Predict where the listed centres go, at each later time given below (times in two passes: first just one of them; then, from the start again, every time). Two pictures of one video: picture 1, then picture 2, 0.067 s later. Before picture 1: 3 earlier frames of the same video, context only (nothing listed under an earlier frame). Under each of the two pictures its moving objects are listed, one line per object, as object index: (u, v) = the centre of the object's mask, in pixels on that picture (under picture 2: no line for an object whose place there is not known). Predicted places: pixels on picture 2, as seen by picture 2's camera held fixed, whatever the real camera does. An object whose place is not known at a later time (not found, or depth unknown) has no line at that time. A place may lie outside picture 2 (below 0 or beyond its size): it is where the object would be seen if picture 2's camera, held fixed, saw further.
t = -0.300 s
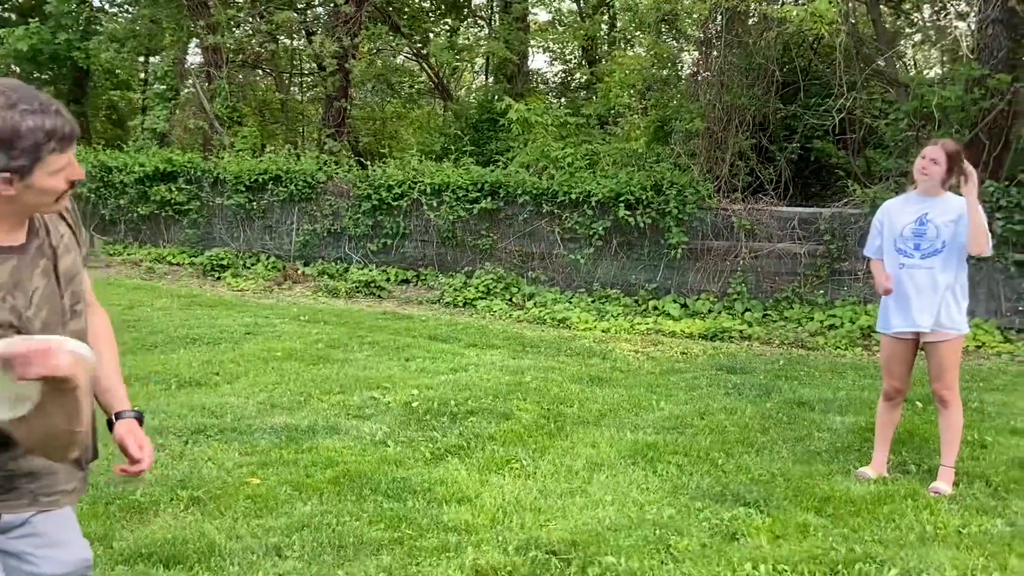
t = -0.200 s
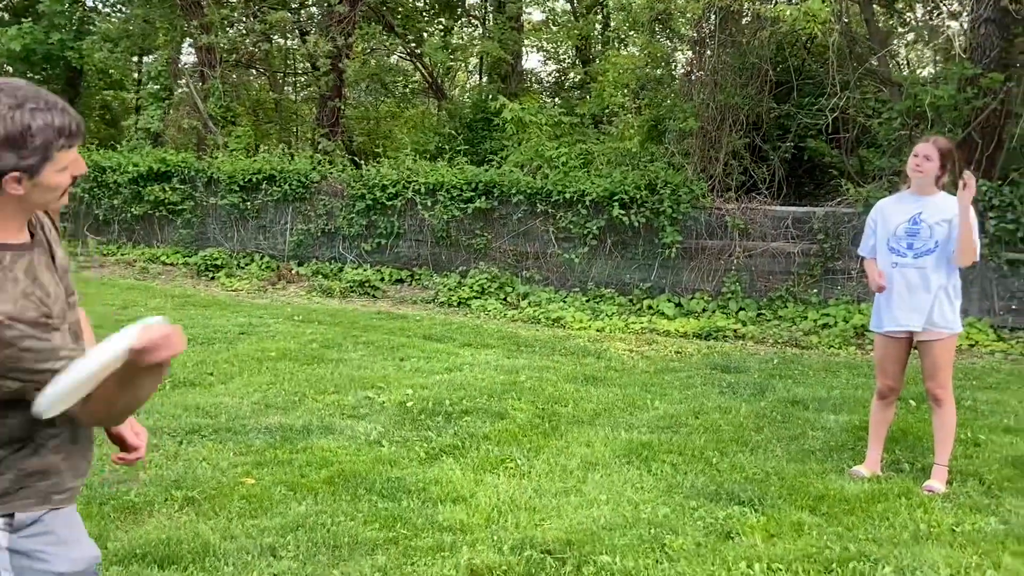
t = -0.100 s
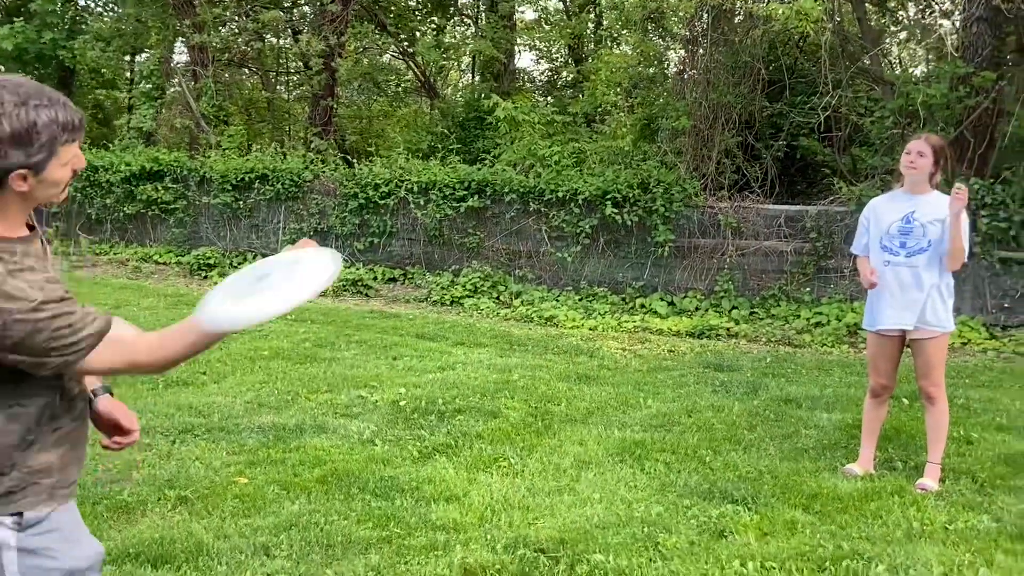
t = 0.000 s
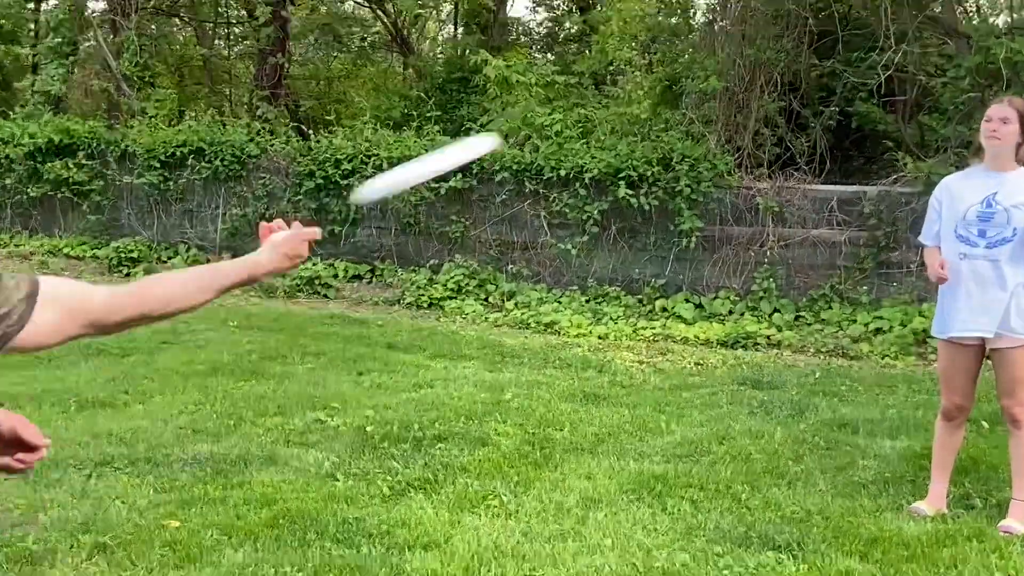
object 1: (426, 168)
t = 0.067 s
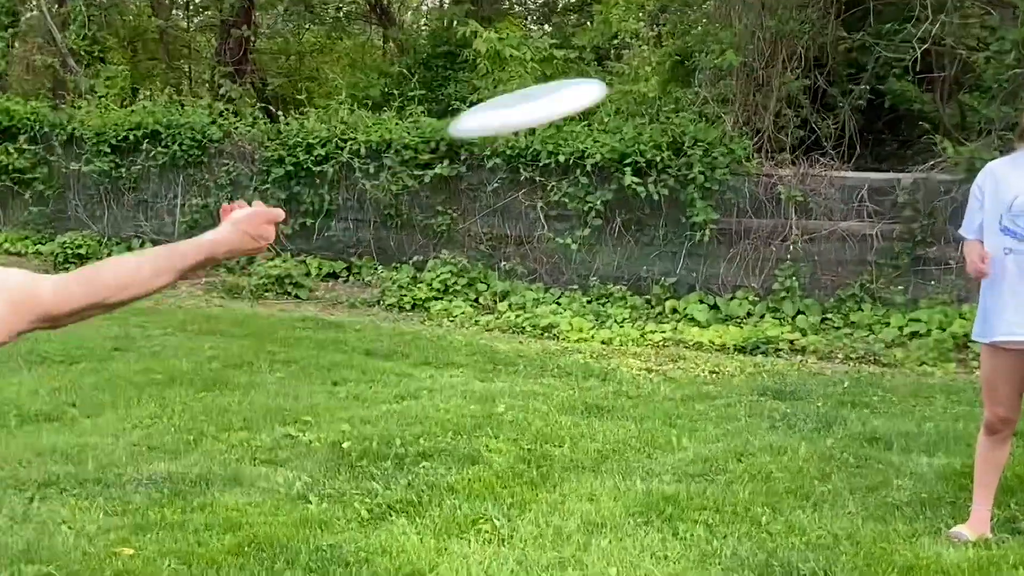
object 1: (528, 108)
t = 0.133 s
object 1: (626, 85)
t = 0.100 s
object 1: (578, 94)
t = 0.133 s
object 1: (626, 85)
